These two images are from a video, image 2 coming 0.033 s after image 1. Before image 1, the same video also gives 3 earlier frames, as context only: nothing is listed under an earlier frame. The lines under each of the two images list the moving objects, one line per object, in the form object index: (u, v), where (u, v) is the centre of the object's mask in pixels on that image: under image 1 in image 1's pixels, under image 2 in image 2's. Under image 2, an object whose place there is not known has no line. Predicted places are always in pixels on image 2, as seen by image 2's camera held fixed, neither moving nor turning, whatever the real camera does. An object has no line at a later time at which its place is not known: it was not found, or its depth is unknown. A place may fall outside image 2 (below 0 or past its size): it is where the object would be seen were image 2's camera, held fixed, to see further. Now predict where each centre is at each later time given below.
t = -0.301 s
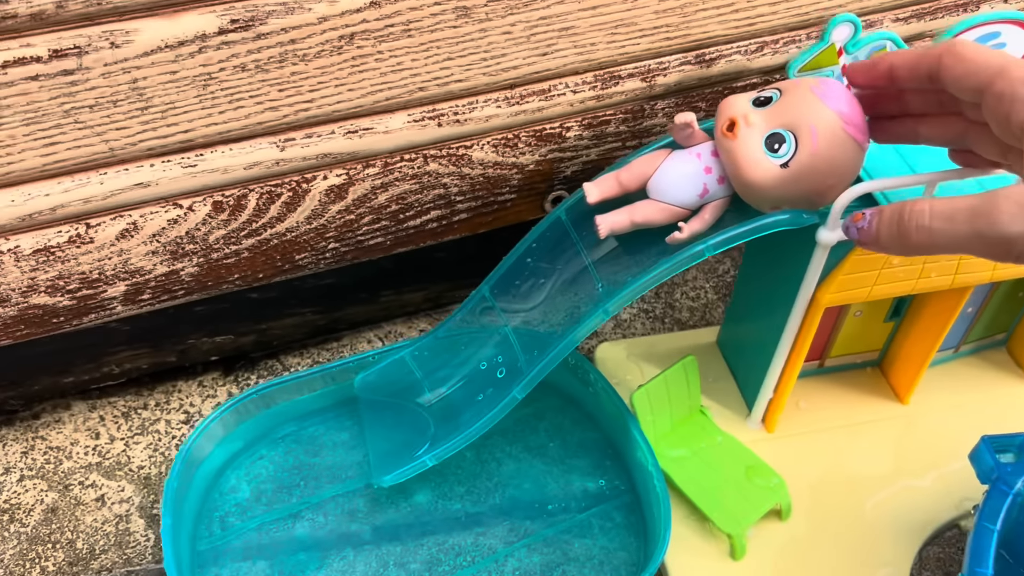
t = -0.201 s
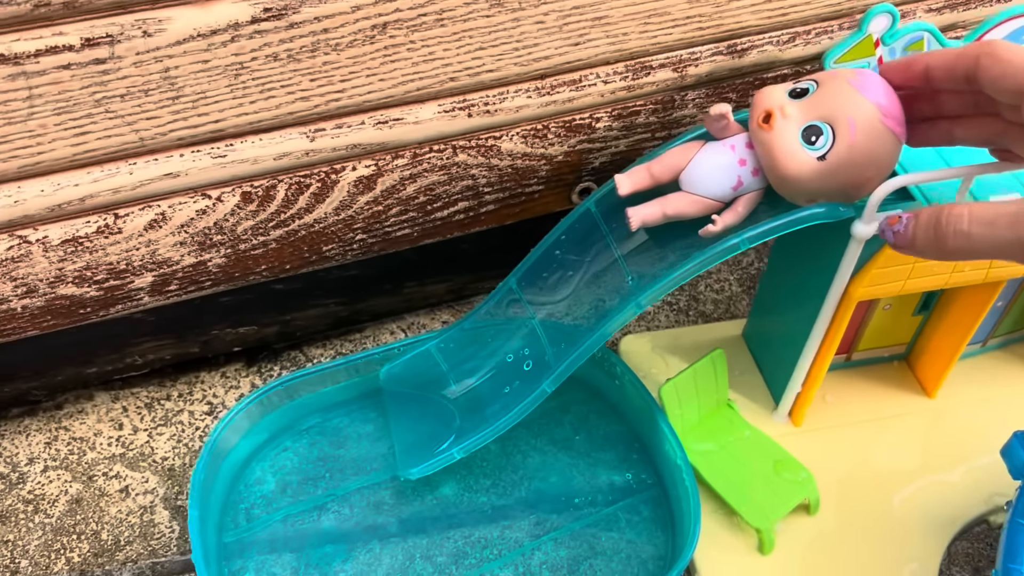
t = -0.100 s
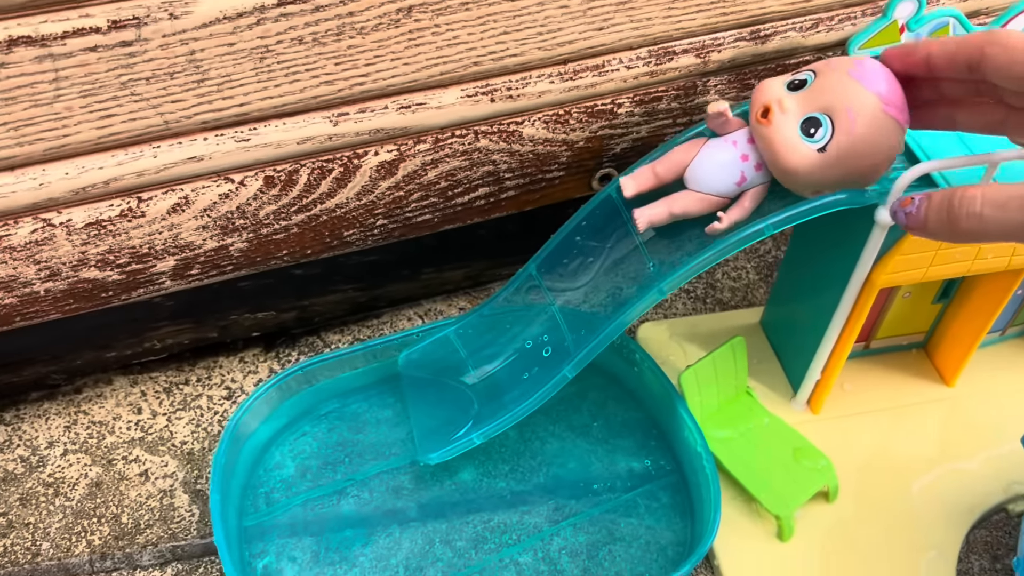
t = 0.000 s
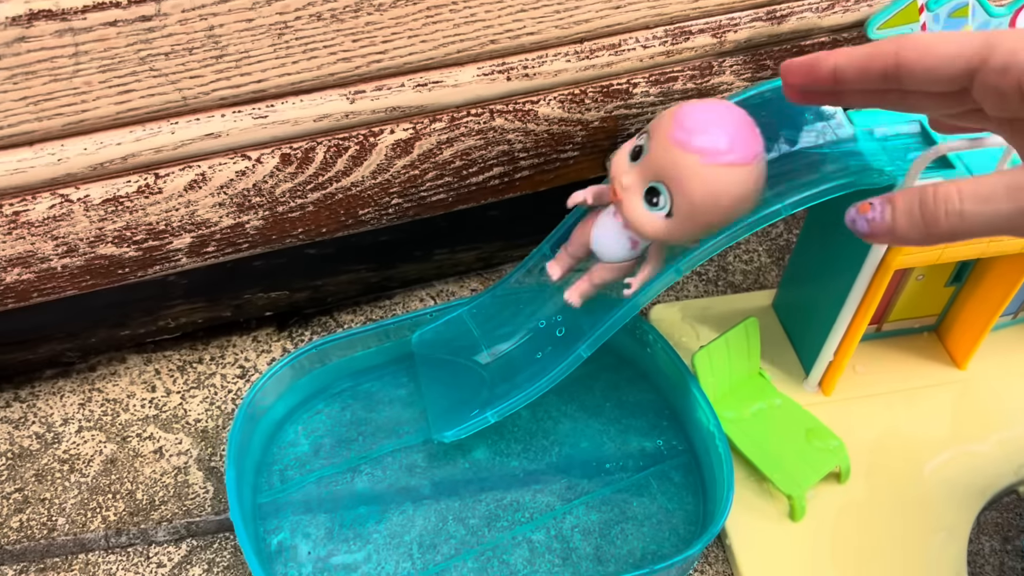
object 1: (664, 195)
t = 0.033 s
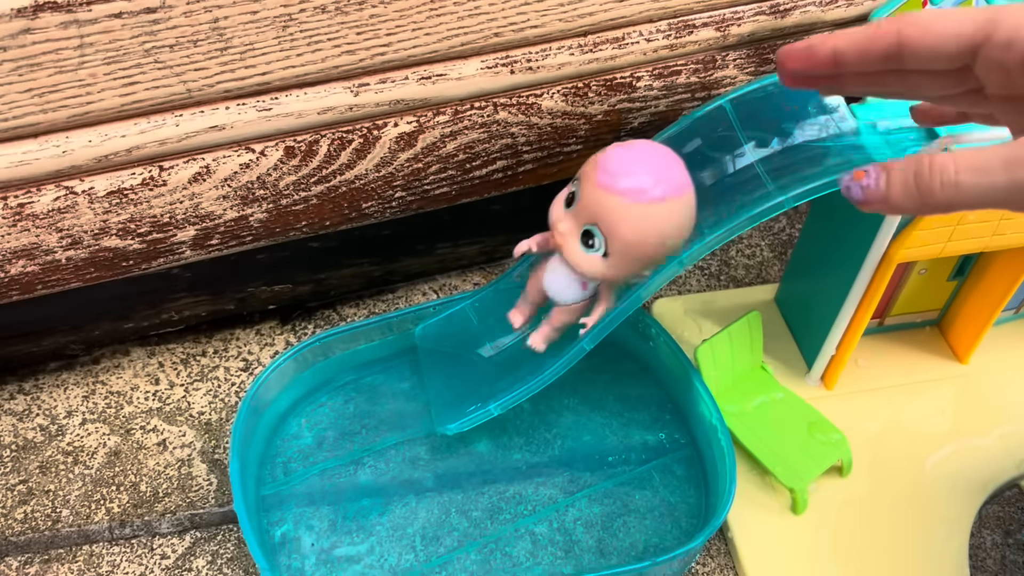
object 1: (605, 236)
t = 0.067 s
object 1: (540, 293)
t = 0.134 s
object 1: (419, 367)
